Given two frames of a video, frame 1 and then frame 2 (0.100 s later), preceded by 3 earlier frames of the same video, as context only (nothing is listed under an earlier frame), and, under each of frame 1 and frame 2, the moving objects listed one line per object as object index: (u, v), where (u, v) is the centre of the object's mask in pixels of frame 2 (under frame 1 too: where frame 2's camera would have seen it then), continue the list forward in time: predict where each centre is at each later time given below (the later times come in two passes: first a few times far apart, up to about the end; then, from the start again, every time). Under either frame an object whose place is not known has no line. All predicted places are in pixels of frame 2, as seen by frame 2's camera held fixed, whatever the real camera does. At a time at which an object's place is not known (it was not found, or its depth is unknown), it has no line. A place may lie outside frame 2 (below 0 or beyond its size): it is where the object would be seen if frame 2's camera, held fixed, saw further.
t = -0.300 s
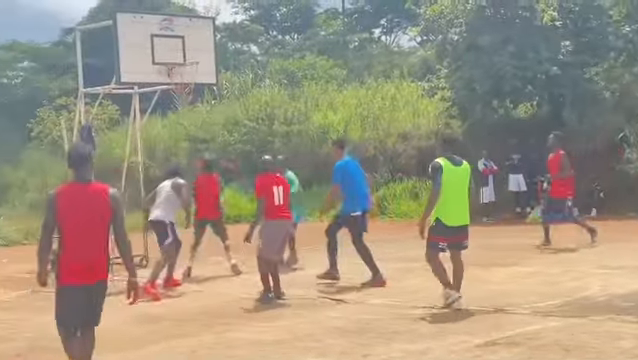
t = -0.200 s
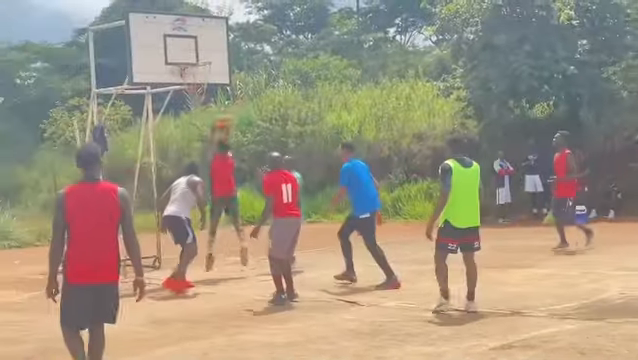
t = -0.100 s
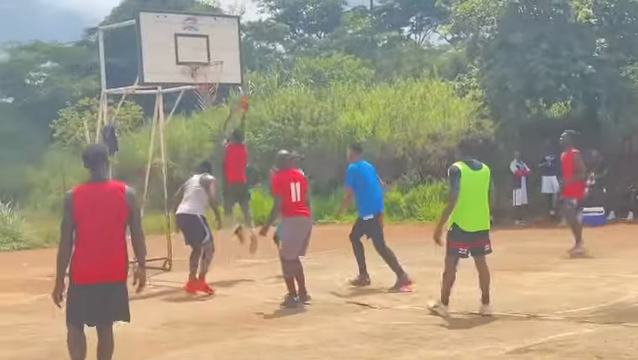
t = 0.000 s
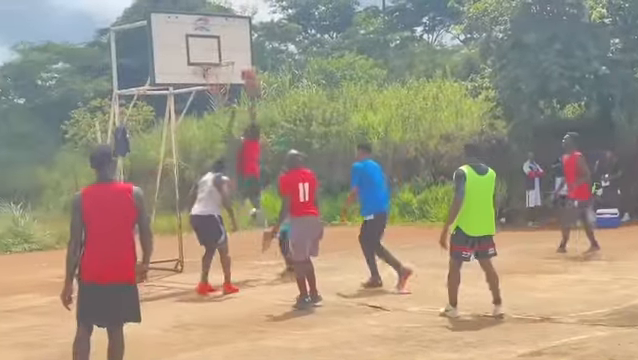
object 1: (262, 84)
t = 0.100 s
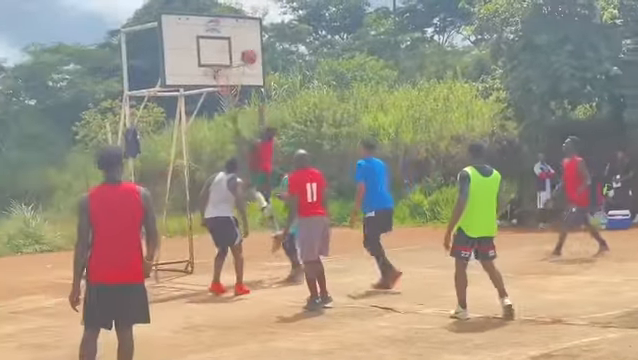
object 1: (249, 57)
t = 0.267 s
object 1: (232, 39)
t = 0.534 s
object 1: (229, 54)
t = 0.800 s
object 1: (234, 90)
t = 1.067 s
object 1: (244, 88)
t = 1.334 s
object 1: (237, 93)
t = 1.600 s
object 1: (225, 99)
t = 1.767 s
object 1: (218, 134)
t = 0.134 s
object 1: (245, 52)
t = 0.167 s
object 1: (241, 48)
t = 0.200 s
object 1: (238, 44)
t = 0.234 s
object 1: (235, 41)
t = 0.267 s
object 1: (232, 39)
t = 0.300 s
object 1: (232, 39)
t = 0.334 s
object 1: (232, 40)
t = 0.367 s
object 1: (232, 40)
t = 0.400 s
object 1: (231, 41)
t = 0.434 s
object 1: (231, 42)
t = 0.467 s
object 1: (231, 45)
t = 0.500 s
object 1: (230, 50)
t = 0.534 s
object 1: (229, 54)
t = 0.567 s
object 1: (229, 59)
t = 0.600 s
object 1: (230, 64)
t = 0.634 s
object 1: (229, 74)
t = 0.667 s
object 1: (230, 82)
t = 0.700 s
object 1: (230, 91)
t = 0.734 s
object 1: (230, 91)
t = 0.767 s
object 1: (231, 91)
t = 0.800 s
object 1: (234, 90)
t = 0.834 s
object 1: (237, 88)
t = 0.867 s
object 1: (240, 87)
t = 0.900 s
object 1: (242, 86)
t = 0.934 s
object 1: (243, 86)
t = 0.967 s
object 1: (243, 86)
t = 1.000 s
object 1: (243, 86)
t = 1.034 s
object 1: (243, 87)
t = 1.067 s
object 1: (244, 88)
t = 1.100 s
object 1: (245, 90)
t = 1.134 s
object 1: (244, 90)
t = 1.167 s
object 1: (244, 92)
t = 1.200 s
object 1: (243, 93)
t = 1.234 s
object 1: (241, 93)
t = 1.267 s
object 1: (238, 93)
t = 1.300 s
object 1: (237, 93)
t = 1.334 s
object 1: (237, 93)
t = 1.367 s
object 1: (234, 93)
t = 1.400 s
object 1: (232, 93)
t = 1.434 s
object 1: (231, 93)
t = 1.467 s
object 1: (230, 93)
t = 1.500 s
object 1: (230, 93)
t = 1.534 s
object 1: (227, 98)
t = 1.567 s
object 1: (227, 99)
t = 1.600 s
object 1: (225, 99)
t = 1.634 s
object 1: (225, 100)
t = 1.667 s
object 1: (221, 114)
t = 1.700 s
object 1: (220, 120)
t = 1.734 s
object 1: (219, 126)
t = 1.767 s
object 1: (218, 134)
